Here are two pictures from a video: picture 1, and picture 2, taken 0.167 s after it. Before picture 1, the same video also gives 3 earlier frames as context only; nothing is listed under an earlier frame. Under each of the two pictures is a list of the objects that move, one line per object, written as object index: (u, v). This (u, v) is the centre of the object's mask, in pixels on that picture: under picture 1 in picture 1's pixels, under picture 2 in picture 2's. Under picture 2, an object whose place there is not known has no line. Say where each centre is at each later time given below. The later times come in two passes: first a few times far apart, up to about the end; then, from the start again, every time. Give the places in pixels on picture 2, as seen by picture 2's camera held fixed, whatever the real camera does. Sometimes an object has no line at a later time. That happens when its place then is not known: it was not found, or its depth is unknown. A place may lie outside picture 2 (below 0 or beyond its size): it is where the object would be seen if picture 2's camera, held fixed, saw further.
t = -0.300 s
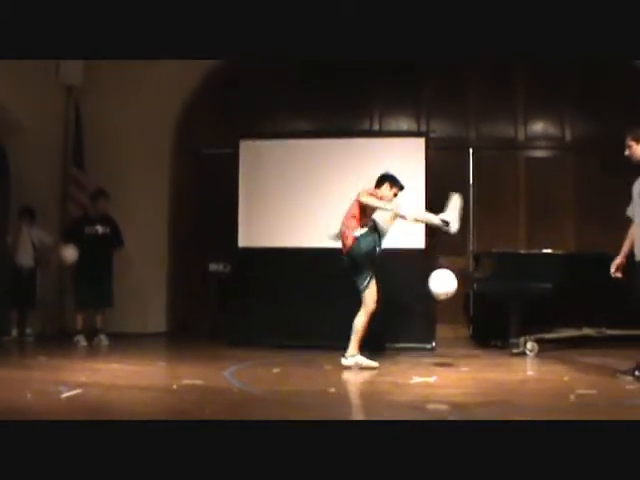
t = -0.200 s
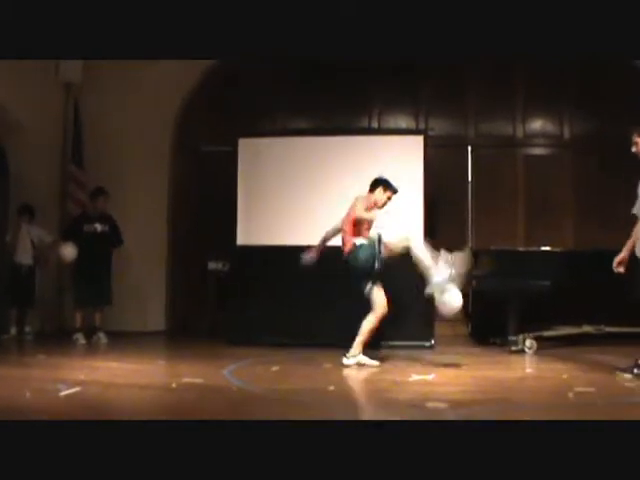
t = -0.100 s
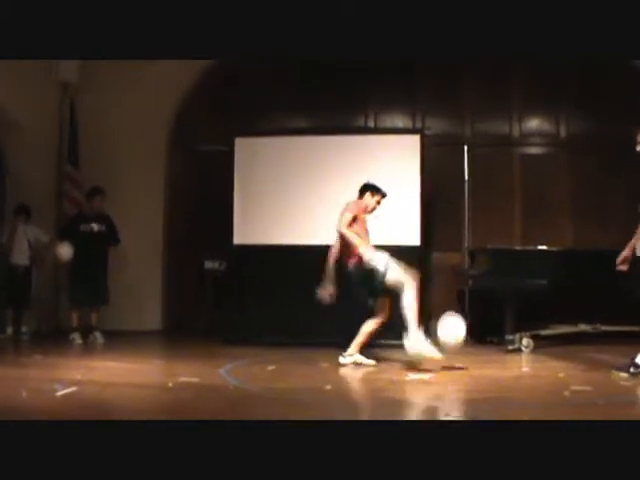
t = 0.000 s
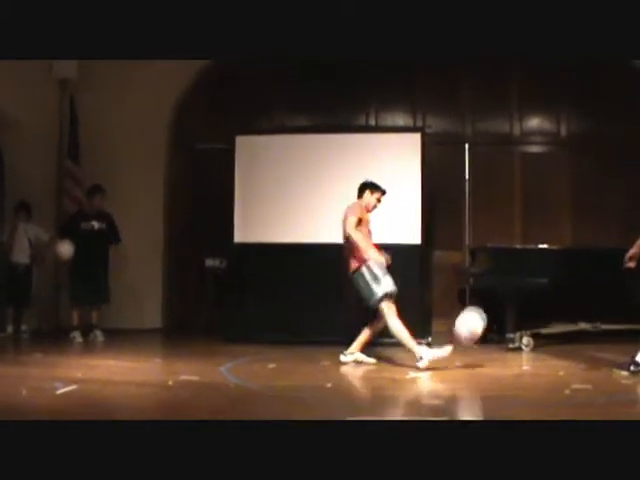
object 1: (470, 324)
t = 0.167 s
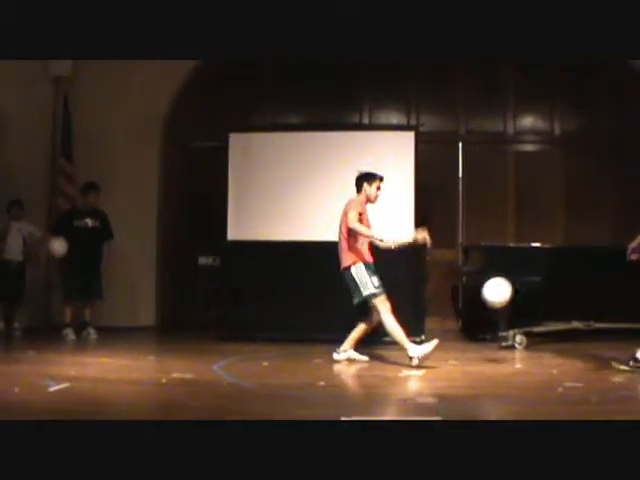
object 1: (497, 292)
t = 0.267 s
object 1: (516, 291)
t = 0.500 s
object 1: (559, 333)
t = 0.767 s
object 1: (605, 315)
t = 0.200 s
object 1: (504, 291)
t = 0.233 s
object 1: (510, 290)
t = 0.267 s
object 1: (516, 291)
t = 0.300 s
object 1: (522, 293)
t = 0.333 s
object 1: (529, 297)
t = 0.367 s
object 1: (535, 302)
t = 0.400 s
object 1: (541, 308)
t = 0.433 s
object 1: (547, 315)
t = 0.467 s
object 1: (553, 324)
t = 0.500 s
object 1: (559, 333)
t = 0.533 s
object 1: (564, 345)
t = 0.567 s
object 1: (570, 346)
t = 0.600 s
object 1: (577, 337)
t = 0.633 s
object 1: (583, 330)
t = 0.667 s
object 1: (589, 325)
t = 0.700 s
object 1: (594, 320)
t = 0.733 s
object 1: (600, 317)
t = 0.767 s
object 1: (605, 315)
